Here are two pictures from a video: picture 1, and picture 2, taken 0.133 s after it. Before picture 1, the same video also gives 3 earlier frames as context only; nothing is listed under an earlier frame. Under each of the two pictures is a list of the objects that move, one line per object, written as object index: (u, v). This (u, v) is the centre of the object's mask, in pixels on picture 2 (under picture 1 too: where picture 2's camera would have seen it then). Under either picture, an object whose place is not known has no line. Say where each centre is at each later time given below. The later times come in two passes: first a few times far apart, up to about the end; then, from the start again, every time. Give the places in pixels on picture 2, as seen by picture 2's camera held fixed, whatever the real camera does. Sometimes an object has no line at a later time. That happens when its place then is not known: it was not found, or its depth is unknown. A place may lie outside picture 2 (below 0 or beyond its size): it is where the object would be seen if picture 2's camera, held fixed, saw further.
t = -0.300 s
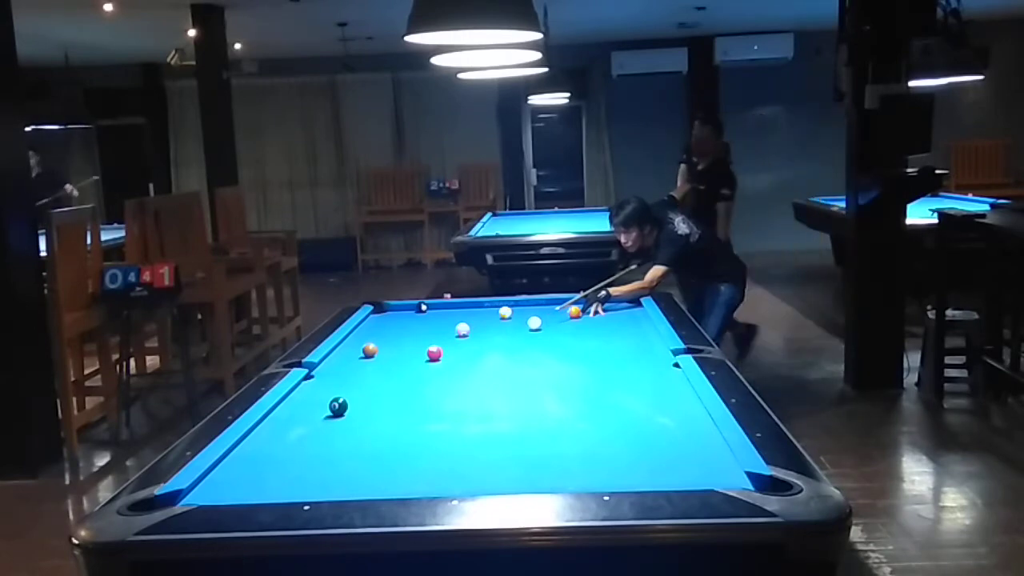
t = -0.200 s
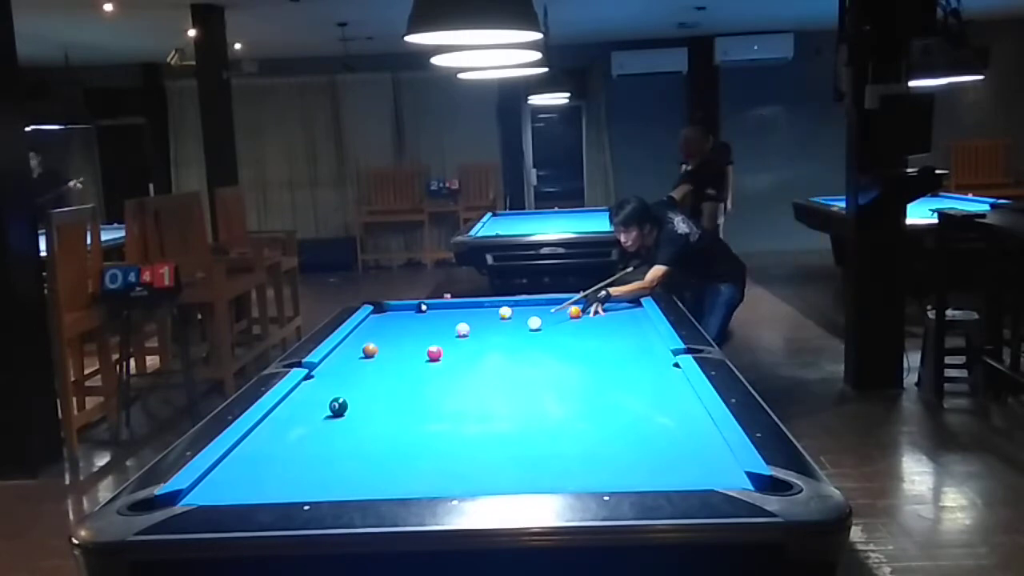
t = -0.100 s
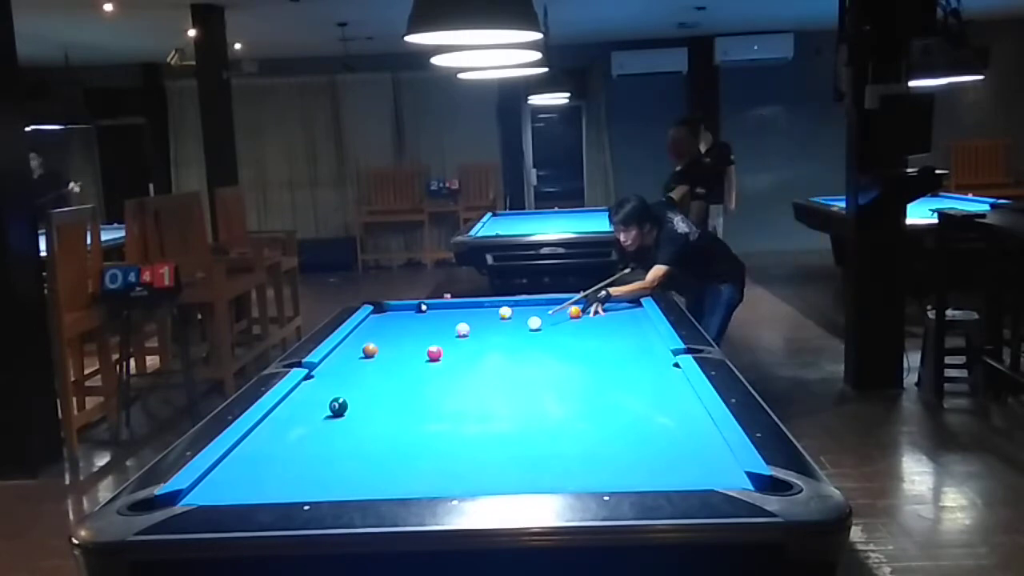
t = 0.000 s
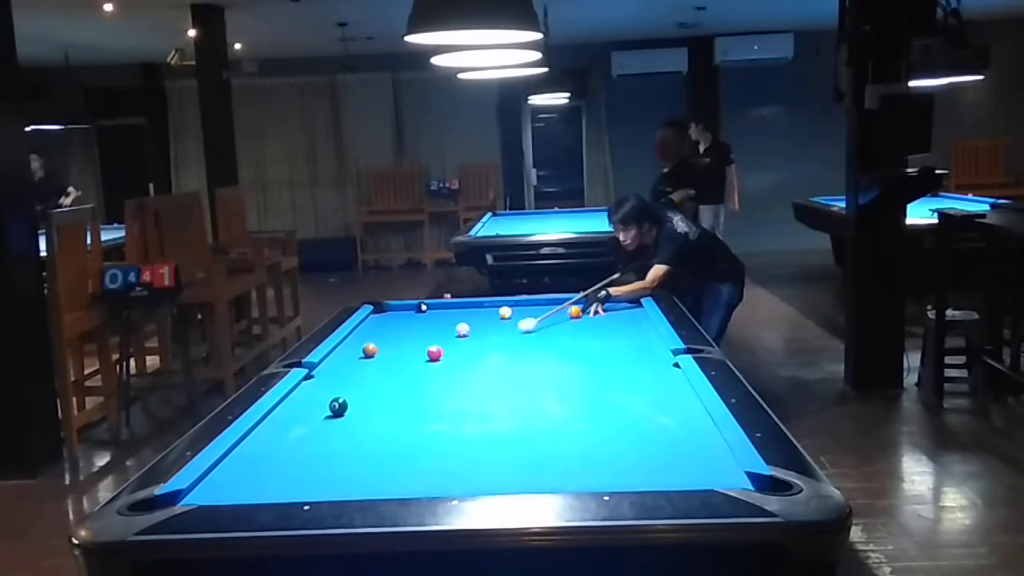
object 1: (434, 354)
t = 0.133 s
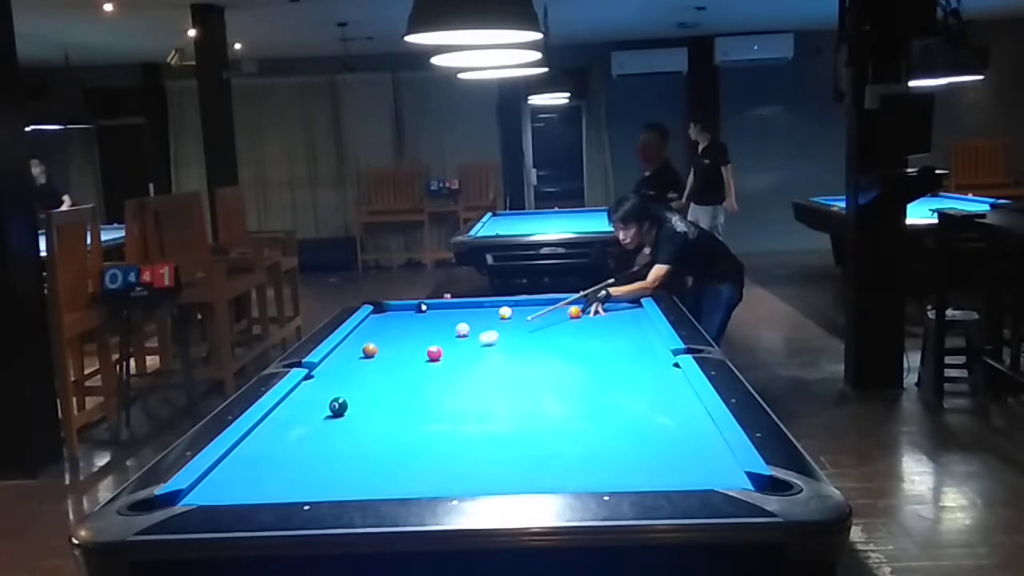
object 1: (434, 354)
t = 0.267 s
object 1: (432, 353)
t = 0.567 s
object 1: (340, 366)
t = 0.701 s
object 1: (305, 371)
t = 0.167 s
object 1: (434, 354)
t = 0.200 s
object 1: (434, 354)
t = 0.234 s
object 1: (434, 354)
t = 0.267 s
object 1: (432, 353)
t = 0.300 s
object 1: (420, 355)
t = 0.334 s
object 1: (408, 356)
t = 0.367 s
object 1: (397, 358)
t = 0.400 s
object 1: (387, 360)
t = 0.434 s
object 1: (378, 361)
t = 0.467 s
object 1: (367, 362)
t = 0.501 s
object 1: (358, 363)
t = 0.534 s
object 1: (348, 364)
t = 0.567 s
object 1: (340, 366)
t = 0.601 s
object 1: (330, 366)
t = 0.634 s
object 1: (320, 368)
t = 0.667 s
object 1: (311, 370)
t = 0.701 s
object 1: (305, 371)
